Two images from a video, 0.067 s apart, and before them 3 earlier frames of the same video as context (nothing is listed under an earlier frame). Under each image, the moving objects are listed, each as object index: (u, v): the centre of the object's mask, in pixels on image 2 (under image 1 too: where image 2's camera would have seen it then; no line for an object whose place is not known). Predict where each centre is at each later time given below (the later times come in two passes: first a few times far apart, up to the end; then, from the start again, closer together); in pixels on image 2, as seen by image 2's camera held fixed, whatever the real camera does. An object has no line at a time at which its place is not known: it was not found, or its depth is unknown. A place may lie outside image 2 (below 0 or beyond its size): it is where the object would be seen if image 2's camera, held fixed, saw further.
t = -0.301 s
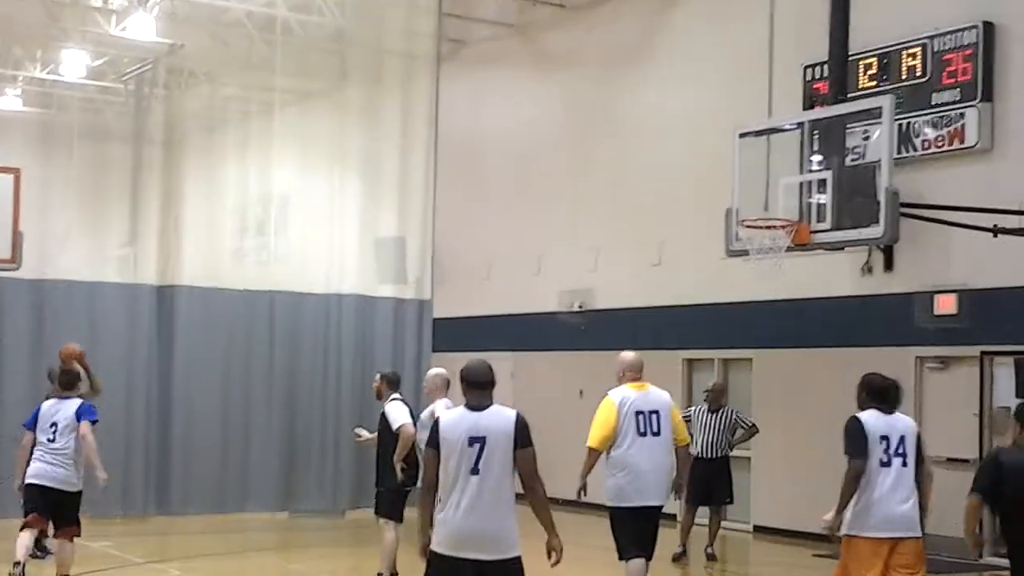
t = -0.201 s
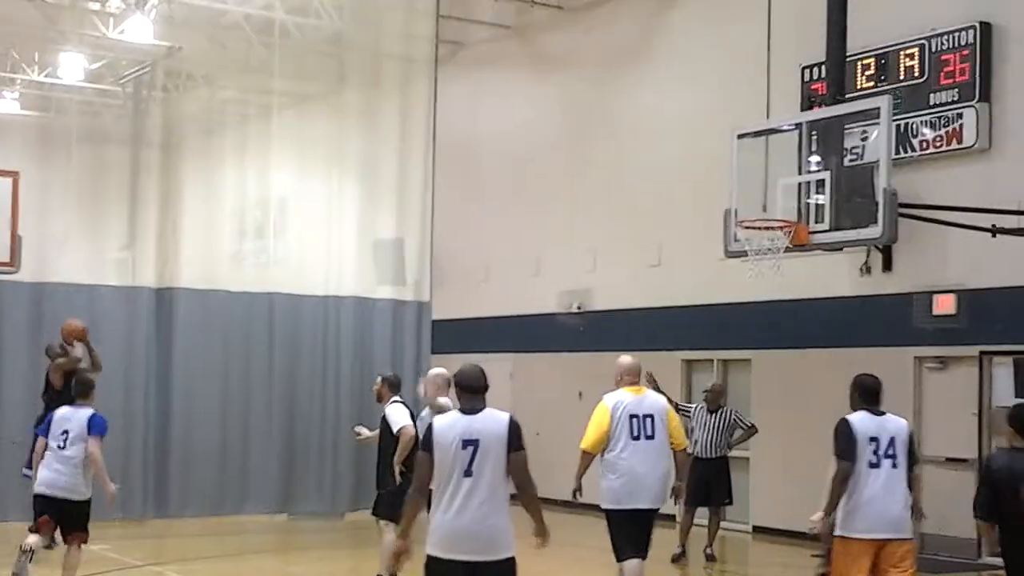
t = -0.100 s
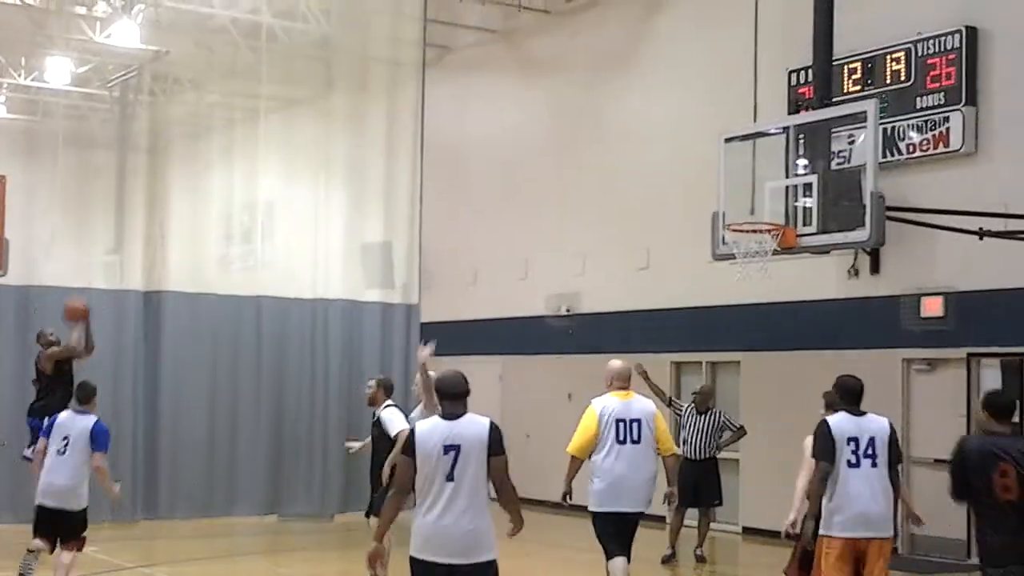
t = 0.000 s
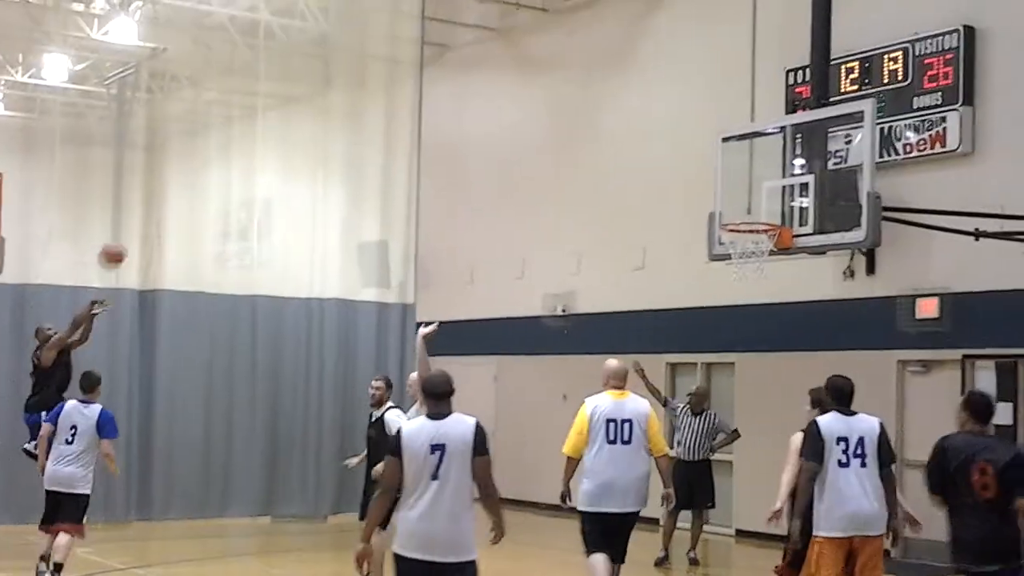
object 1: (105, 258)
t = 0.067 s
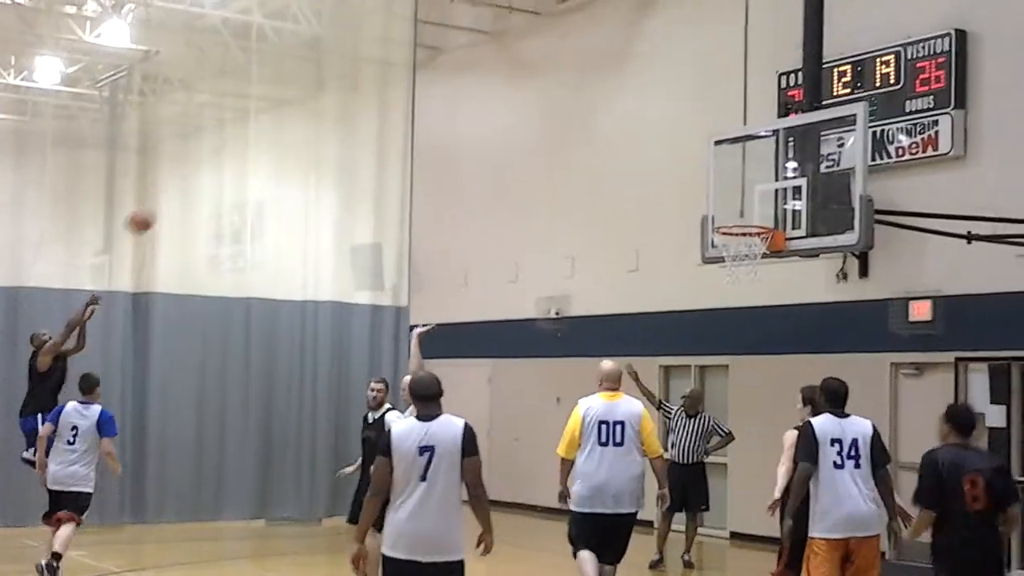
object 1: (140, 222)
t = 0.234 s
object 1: (228, 146)
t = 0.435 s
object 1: (338, 90)
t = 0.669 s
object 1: (468, 78)
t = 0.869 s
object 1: (587, 117)
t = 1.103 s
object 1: (739, 224)
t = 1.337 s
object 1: (789, 325)
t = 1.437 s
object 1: (805, 382)
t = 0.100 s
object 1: (157, 205)
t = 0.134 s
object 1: (175, 187)
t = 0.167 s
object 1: (191, 173)
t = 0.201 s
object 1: (210, 159)
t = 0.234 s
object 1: (228, 146)
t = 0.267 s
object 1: (245, 134)
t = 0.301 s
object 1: (263, 125)
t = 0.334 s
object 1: (281, 113)
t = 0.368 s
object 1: (300, 104)
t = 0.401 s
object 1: (319, 97)
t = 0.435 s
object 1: (338, 90)
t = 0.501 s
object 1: (374, 82)
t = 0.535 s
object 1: (393, 78)
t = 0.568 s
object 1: (412, 75)
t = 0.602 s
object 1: (431, 74)
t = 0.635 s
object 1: (449, 75)
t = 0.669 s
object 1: (468, 78)
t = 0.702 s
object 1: (488, 81)
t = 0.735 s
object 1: (508, 85)
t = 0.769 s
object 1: (527, 90)
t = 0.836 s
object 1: (566, 108)
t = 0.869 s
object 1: (587, 117)
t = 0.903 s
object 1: (608, 128)
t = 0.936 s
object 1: (630, 141)
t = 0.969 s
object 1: (651, 155)
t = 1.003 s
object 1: (672, 171)
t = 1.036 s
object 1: (693, 188)
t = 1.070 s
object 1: (715, 206)
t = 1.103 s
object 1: (739, 224)
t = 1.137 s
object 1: (754, 249)
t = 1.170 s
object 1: (763, 263)
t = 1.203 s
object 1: (769, 271)
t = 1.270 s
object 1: (779, 293)
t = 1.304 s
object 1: (784, 309)
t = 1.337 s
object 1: (789, 325)
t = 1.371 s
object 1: (795, 342)
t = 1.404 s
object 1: (799, 361)
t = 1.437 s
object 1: (805, 382)
